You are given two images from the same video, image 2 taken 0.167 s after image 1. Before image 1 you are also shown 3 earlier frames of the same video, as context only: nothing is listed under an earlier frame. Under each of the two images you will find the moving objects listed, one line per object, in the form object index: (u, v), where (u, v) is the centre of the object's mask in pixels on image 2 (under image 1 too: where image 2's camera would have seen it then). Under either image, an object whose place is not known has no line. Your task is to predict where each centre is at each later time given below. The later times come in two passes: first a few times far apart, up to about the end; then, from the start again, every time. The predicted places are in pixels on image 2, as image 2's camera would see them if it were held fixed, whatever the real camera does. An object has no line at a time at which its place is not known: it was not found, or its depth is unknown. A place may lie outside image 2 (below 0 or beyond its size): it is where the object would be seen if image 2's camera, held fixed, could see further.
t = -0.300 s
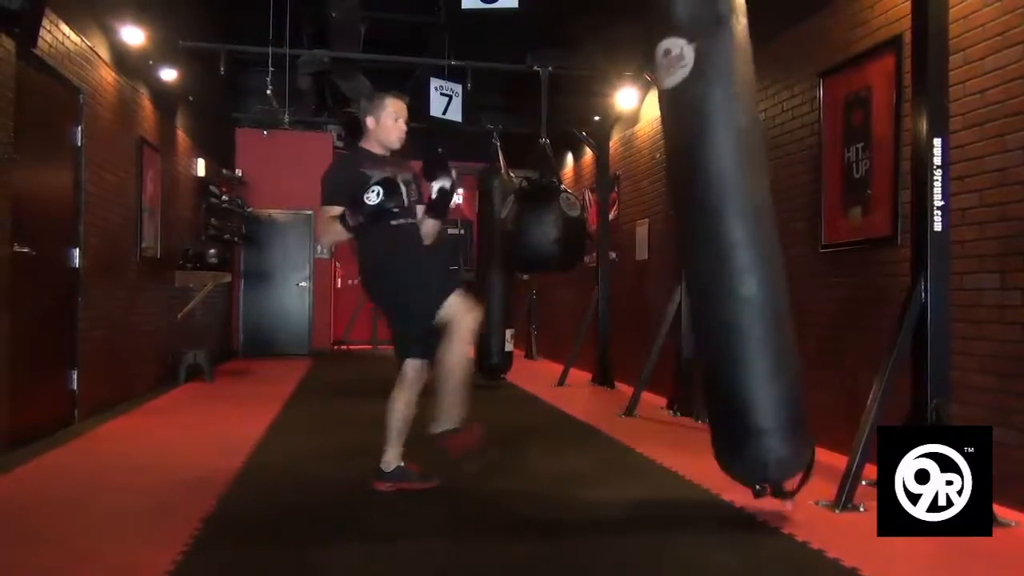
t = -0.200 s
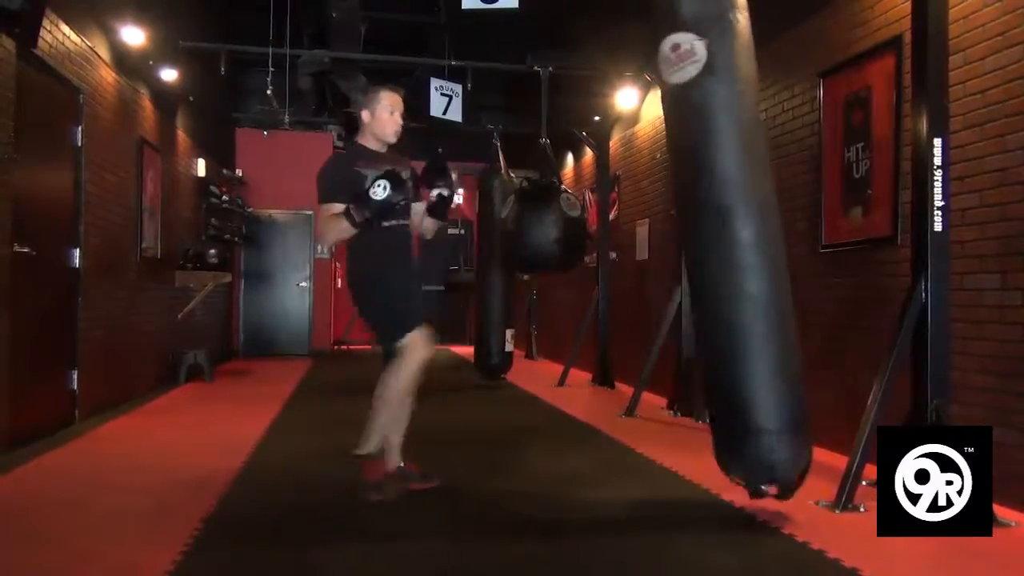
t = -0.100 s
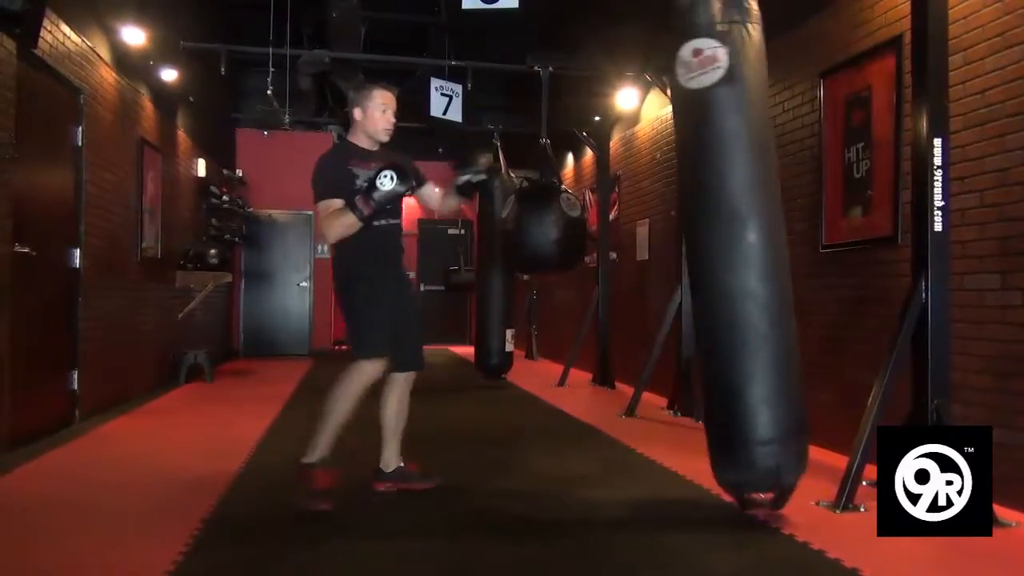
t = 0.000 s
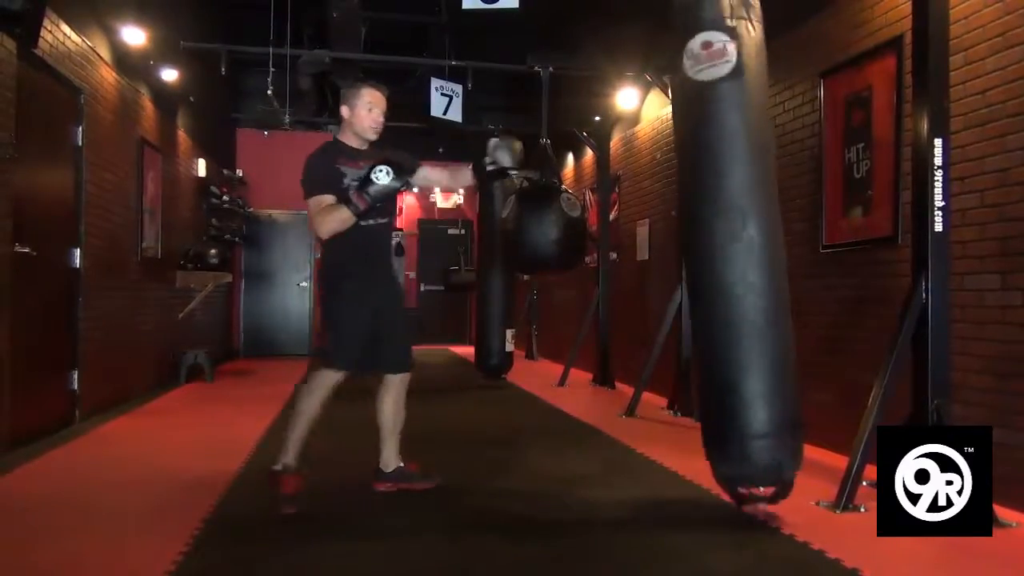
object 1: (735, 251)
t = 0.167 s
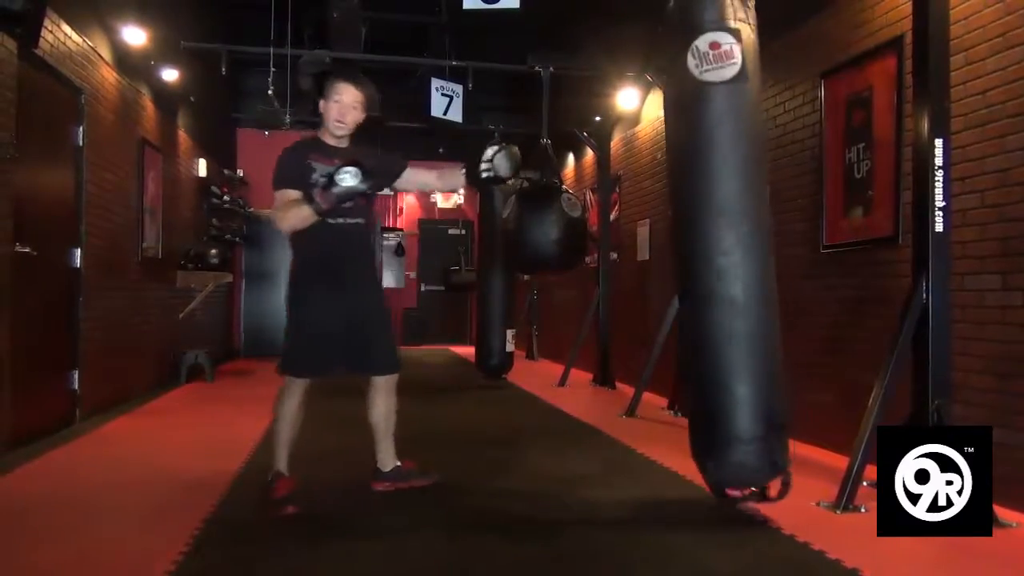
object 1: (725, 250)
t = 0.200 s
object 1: (722, 248)
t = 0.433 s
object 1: (701, 250)
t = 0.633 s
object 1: (683, 249)
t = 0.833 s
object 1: (665, 253)
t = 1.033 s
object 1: (655, 249)
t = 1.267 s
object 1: (657, 250)
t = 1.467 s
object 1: (665, 254)
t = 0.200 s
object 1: (722, 248)
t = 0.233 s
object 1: (720, 249)
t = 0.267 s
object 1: (717, 250)
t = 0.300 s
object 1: (714, 251)
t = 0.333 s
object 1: (711, 252)
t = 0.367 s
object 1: (707, 251)
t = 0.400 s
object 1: (704, 251)
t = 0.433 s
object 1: (701, 250)
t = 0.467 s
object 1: (699, 249)
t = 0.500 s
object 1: (695, 249)
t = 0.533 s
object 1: (691, 247)
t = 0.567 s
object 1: (689, 248)
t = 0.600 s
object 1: (686, 248)
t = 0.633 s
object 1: (683, 249)
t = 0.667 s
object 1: (680, 250)
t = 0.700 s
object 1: (676, 251)
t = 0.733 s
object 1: (673, 251)
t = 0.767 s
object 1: (670, 252)
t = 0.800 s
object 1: (668, 253)
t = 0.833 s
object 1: (665, 253)
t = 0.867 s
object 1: (663, 251)
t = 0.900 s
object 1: (661, 251)
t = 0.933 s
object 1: (660, 251)
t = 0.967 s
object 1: (658, 251)
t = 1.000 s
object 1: (656, 250)
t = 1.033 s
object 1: (655, 249)
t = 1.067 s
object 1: (655, 252)
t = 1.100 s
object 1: (655, 250)
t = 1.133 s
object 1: (656, 249)
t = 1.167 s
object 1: (654, 250)
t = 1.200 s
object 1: (655, 249)
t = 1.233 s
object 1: (655, 249)
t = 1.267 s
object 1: (657, 250)
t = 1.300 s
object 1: (658, 250)
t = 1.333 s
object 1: (659, 250)
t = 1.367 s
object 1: (660, 254)
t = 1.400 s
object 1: (661, 252)
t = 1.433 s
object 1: (663, 254)
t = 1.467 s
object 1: (665, 254)
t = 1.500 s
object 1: (668, 254)
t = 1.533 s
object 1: (670, 254)
